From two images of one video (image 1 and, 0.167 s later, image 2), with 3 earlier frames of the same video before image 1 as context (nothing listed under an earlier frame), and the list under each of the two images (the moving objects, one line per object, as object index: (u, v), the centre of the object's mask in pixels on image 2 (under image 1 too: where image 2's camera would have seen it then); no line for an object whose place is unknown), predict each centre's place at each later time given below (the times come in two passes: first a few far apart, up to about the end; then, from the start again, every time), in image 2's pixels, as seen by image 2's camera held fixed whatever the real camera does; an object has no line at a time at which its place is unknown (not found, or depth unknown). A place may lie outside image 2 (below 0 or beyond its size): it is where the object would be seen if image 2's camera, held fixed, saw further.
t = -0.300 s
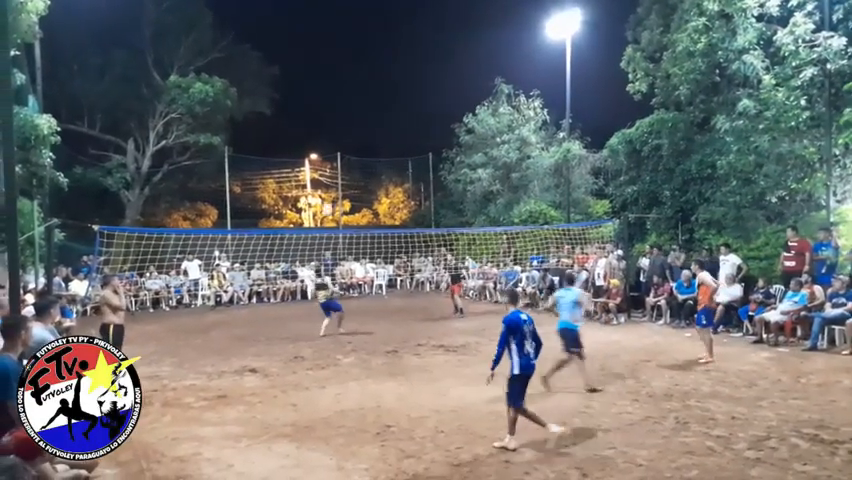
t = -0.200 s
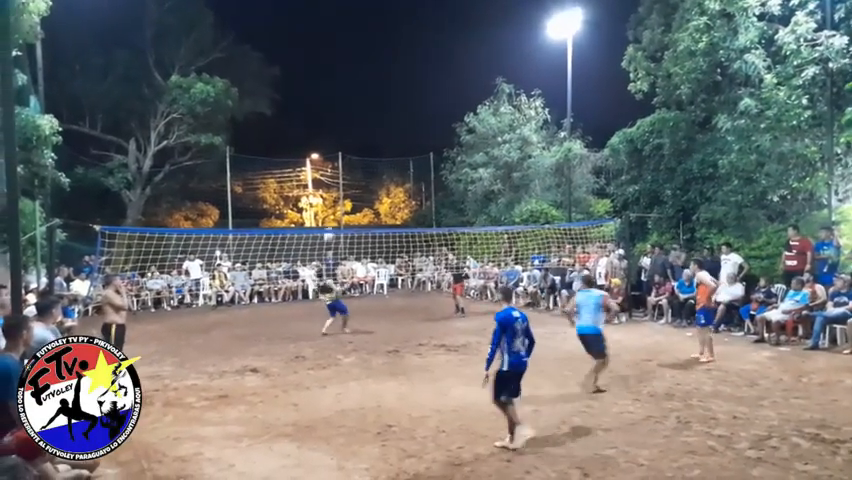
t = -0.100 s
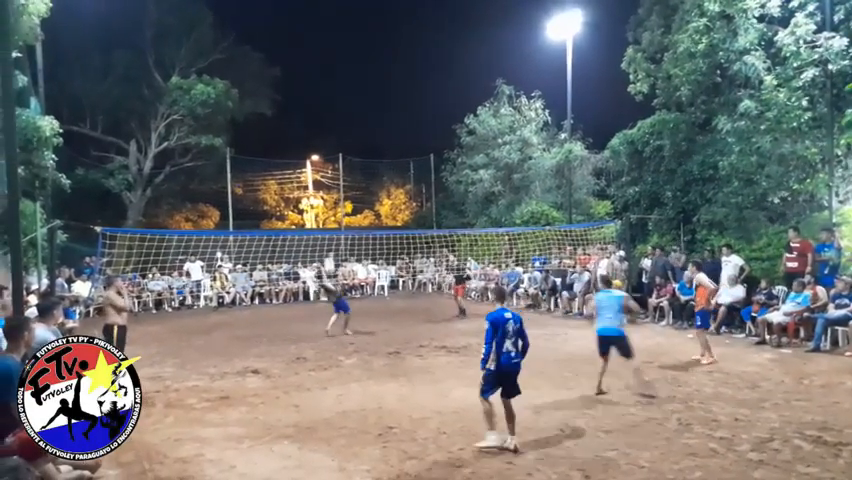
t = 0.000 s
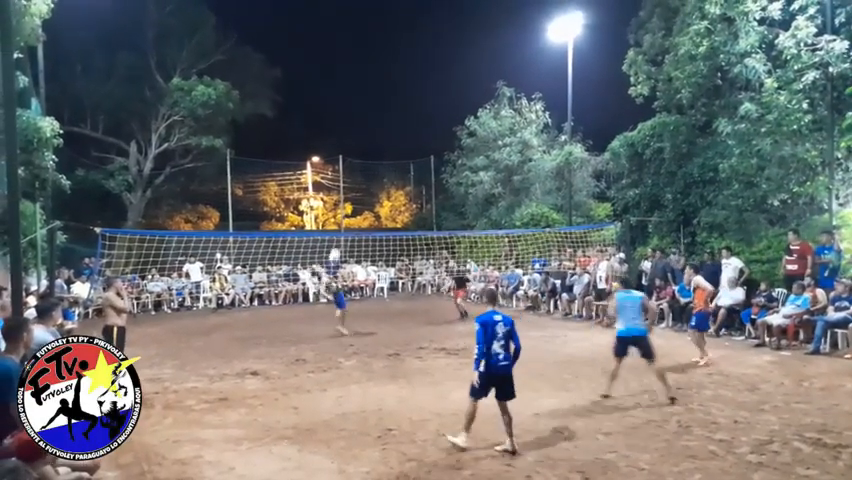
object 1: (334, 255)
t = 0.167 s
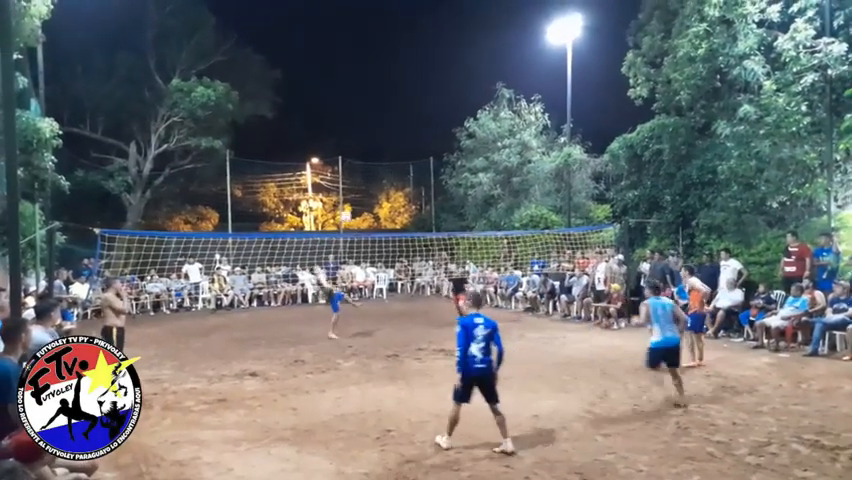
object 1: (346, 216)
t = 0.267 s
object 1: (353, 198)
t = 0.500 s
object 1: (371, 171)
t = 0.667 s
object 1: (384, 166)
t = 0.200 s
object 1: (348, 209)
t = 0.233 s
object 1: (350, 203)
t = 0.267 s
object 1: (353, 198)
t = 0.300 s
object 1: (355, 193)
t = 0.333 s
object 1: (358, 188)
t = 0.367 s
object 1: (361, 183)
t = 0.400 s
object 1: (363, 180)
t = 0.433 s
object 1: (366, 176)
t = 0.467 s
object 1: (368, 173)
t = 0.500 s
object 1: (371, 171)
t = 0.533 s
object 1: (373, 169)
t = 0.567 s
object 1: (376, 168)
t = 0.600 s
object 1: (379, 167)
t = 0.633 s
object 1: (381, 167)
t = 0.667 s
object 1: (384, 166)
